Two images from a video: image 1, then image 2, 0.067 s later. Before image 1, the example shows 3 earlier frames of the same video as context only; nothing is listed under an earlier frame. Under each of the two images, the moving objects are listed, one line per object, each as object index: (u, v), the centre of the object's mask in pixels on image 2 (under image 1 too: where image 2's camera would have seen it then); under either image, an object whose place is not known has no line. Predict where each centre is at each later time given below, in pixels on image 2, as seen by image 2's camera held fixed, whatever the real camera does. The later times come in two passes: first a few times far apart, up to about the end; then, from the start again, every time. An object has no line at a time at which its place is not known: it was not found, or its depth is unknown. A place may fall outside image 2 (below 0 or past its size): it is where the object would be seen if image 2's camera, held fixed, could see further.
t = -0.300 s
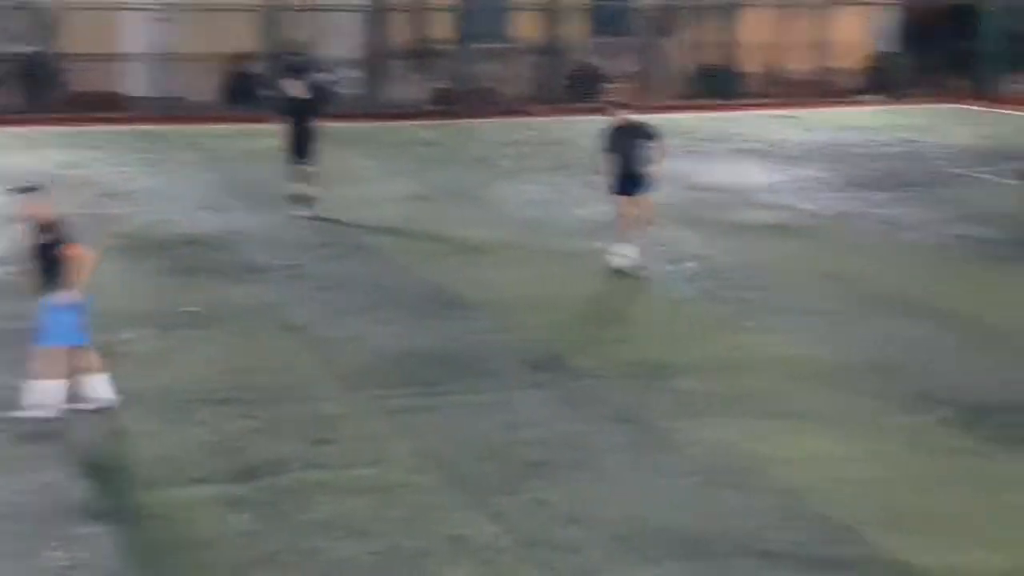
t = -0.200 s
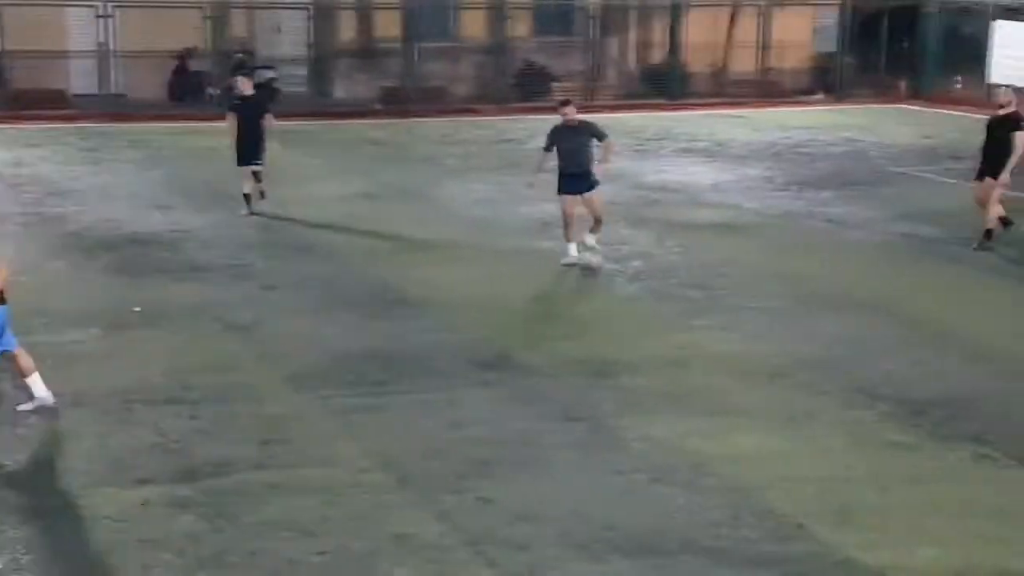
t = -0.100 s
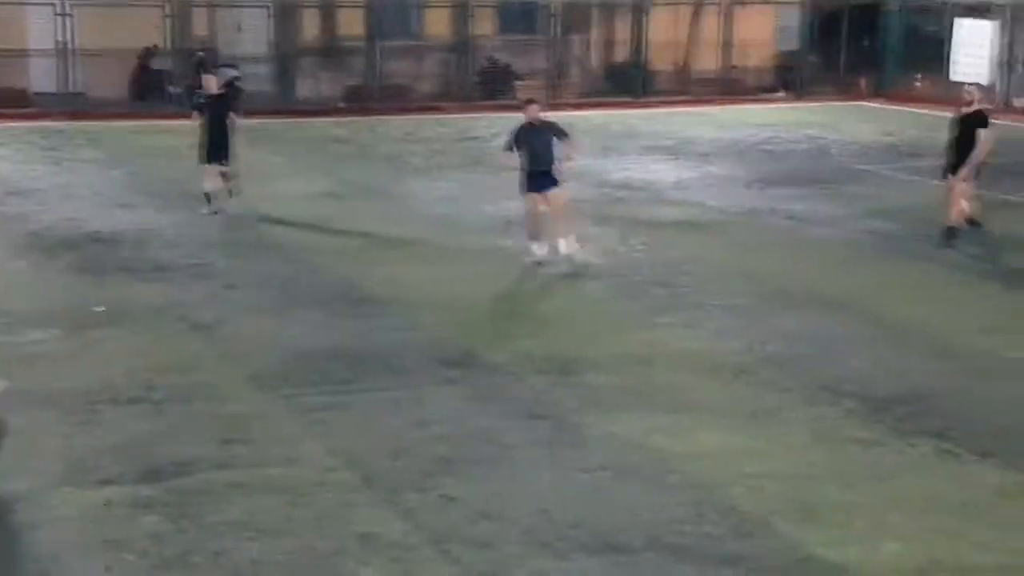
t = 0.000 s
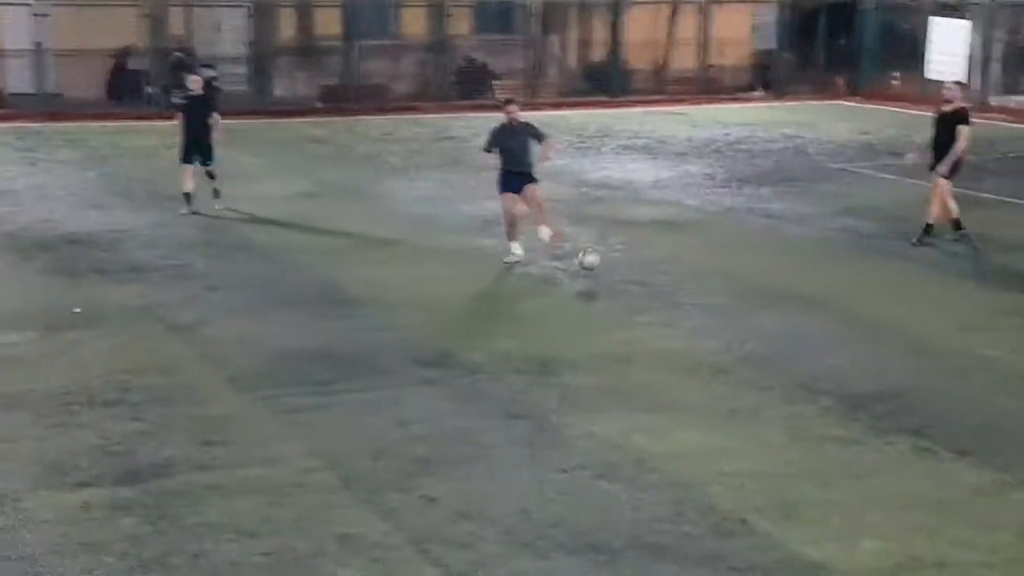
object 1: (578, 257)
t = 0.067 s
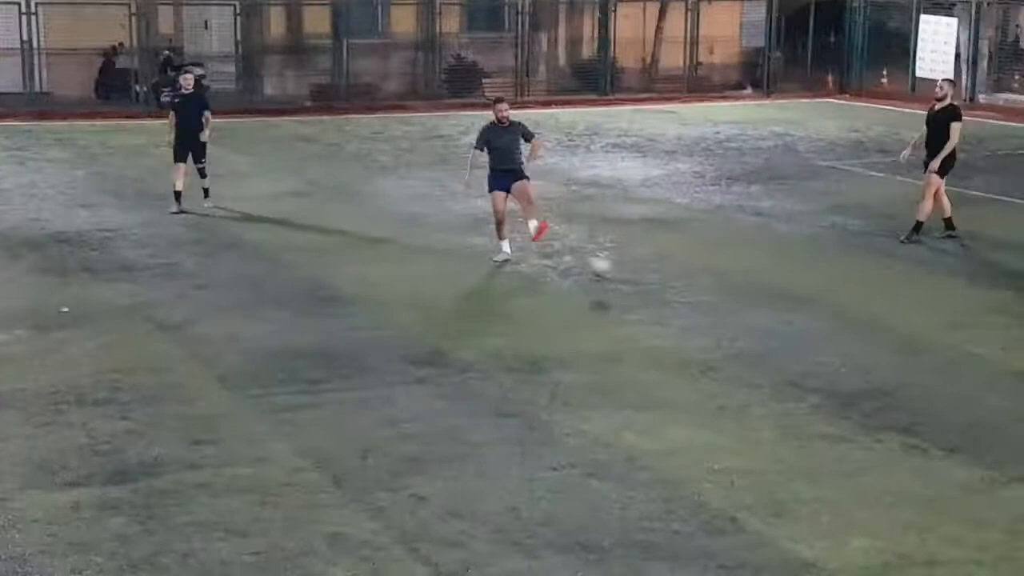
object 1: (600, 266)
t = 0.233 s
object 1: (655, 306)
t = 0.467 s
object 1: (723, 337)
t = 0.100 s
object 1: (609, 270)
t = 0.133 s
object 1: (620, 276)
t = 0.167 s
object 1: (632, 284)
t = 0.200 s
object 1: (643, 294)
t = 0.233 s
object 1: (655, 306)
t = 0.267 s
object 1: (665, 311)
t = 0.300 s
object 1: (675, 312)
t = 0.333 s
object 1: (685, 314)
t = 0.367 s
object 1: (695, 318)
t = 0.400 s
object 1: (705, 323)
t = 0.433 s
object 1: (715, 329)
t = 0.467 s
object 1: (723, 337)
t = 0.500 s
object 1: (732, 342)
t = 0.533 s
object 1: (742, 343)
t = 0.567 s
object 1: (752, 346)
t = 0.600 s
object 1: (759, 348)
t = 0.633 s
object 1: (768, 352)
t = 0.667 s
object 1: (777, 358)
